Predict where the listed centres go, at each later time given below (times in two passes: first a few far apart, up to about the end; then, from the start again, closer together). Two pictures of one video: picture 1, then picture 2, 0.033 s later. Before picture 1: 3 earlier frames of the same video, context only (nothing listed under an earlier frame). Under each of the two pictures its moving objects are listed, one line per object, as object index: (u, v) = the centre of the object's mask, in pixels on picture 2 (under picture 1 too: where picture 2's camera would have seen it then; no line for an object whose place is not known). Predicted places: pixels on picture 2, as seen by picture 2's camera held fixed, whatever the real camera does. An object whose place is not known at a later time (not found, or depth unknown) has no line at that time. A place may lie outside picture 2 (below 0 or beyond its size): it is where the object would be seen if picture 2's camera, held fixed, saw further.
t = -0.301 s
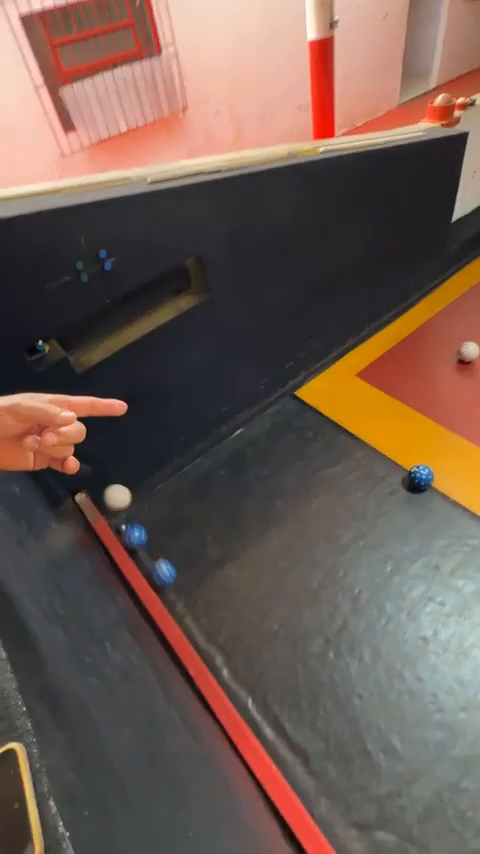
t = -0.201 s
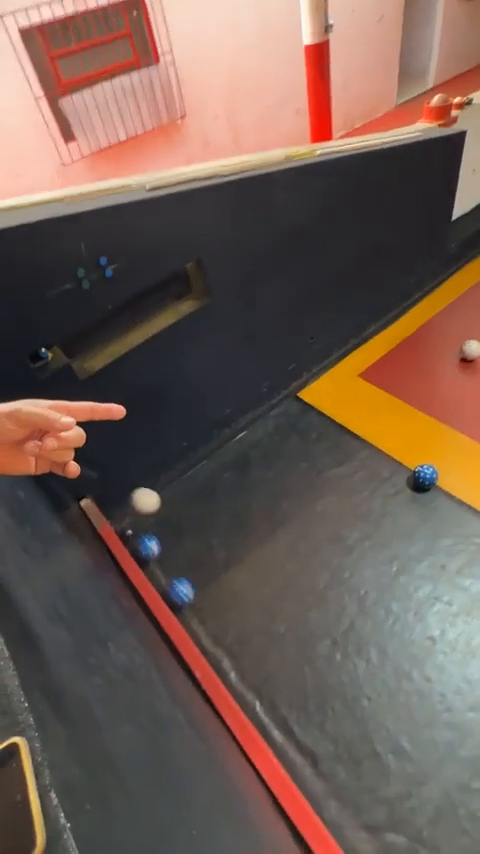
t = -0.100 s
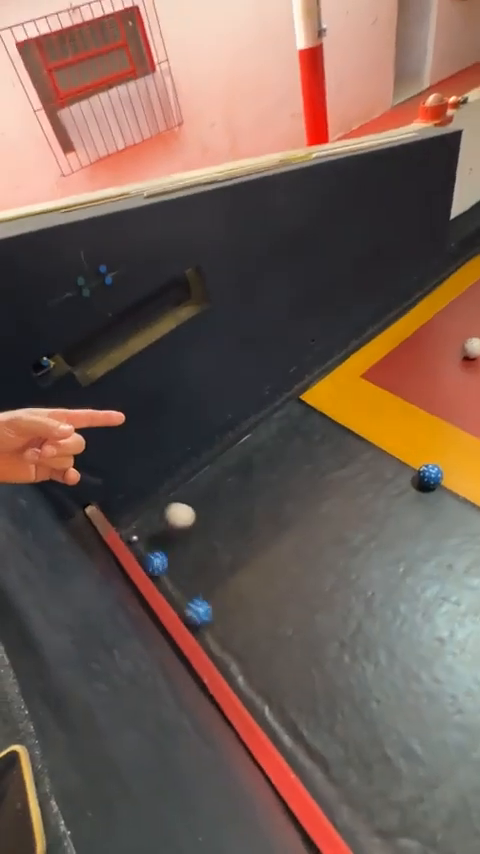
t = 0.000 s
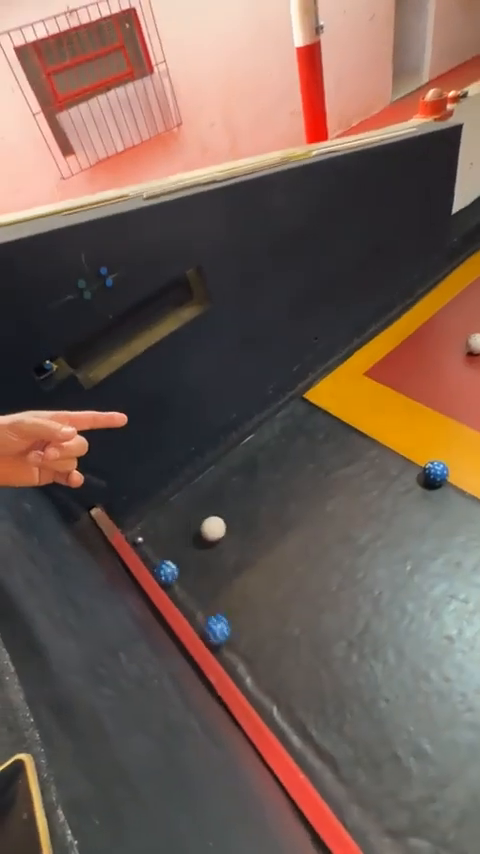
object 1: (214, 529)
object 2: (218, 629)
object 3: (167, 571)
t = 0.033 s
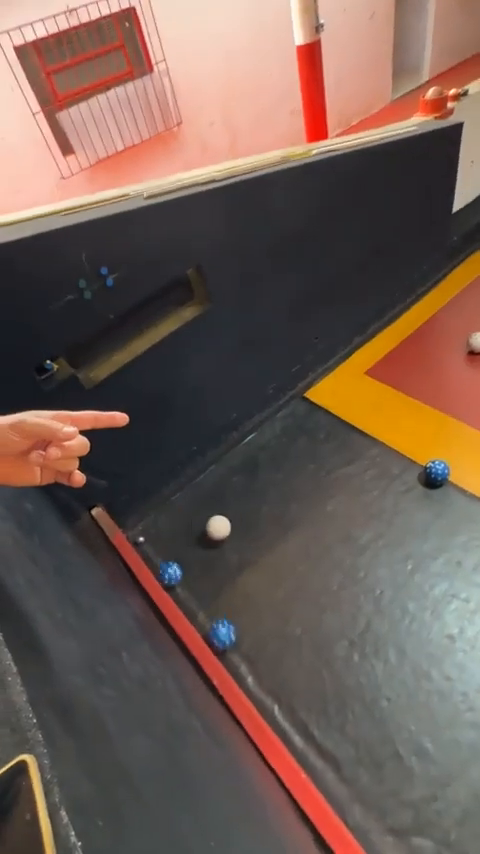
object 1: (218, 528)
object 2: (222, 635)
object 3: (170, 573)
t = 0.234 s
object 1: (244, 537)
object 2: (247, 667)
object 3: (183, 582)
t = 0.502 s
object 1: (244, 559)
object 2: (285, 711)
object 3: (196, 596)
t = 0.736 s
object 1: (238, 577)
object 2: (316, 753)
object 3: (204, 606)
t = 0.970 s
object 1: (234, 592)
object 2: (351, 790)
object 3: (209, 617)
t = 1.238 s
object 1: (232, 604)
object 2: (392, 831)
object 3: (212, 626)
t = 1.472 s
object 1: (233, 607)
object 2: (411, 850)
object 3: (214, 630)
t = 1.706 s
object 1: (236, 607)
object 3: (216, 631)
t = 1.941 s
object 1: (236, 607)
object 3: (216, 630)
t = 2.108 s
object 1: (235, 607)
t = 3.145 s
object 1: (235, 607)
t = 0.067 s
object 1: (223, 528)
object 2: (226, 640)
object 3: (172, 575)
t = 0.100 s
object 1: (228, 530)
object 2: (230, 646)
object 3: (176, 576)
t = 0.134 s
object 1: (234, 532)
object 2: (233, 652)
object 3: (178, 577)
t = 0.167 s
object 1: (238, 534)
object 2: (238, 656)
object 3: (180, 579)
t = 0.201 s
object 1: (241, 535)
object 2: (243, 662)
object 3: (180, 581)
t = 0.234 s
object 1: (244, 537)
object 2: (247, 667)
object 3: (183, 582)
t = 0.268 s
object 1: (246, 539)
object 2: (252, 673)
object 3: (184, 585)
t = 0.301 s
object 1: (247, 542)
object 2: (257, 677)
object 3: (187, 586)
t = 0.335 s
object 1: (247, 544)
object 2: (262, 683)
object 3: (189, 587)
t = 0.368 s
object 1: (247, 547)
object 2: (265, 688)
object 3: (190, 589)
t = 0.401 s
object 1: (246, 550)
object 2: (270, 694)
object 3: (191, 591)
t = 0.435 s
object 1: (245, 553)
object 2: (276, 699)
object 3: (193, 593)
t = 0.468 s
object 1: (244, 556)
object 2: (279, 705)
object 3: (195, 594)
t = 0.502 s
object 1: (244, 559)
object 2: (285, 711)
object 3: (196, 596)
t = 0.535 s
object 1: (243, 562)
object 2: (289, 717)
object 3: (198, 597)
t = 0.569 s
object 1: (242, 564)
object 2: (293, 723)
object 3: (199, 599)
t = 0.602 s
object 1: (241, 567)
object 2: (298, 729)
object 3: (200, 601)
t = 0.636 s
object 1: (240, 570)
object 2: (303, 735)
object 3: (201, 602)
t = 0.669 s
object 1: (240, 573)
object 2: (307, 740)
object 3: (203, 604)
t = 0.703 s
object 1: (239, 575)
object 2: (312, 746)
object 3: (204, 605)
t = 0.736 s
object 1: (238, 577)
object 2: (316, 753)
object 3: (204, 606)
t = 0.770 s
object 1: (238, 580)
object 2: (321, 759)
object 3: (205, 608)
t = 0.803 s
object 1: (237, 582)
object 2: (326, 764)
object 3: (206, 611)
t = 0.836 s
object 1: (236, 584)
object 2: (331, 770)
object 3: (207, 612)
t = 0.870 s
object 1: (236, 586)
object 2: (336, 775)
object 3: (207, 613)
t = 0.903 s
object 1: (235, 589)
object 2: (342, 779)
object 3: (208, 614)
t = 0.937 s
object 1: (235, 590)
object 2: (347, 785)
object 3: (210, 616)
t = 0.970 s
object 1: (234, 592)
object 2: (351, 790)
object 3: (209, 617)
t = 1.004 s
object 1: (234, 594)
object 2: (357, 796)
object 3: (211, 618)
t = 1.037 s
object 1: (234, 596)
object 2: (362, 801)
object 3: (211, 620)
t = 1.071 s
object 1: (233, 598)
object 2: (367, 806)
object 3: (211, 621)
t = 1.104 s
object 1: (232, 599)
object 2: (372, 809)
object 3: (211, 621)
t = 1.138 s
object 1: (232, 600)
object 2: (377, 815)
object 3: (212, 622)
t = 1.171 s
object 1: (232, 602)
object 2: (382, 820)
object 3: (212, 624)
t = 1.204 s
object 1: (232, 603)
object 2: (387, 826)
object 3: (212, 625)
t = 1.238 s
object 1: (232, 604)
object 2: (392, 831)
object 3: (212, 626)
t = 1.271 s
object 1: (232, 604)
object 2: (396, 836)
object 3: (212, 627)
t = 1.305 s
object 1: (232, 605)
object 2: (400, 840)
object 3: (212, 628)
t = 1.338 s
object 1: (232, 606)
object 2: (406, 844)
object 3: (213, 628)
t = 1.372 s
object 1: (232, 606)
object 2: (409, 847)
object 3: (213, 628)
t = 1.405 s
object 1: (233, 607)
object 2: (410, 849)
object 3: (213, 629)
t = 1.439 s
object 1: (233, 607)
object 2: (411, 850)
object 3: (214, 630)
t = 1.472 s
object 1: (233, 607)
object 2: (411, 850)
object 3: (214, 630)
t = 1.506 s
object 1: (234, 607)
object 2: (412, 852)
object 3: (215, 630)
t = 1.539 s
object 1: (234, 607)
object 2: (413, 853)
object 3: (215, 630)
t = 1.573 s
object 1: (235, 607)
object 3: (216, 630)
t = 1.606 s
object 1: (235, 607)
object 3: (216, 630)
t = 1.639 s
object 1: (235, 607)
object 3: (216, 631)
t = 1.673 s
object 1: (235, 607)
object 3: (216, 631)
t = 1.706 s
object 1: (236, 607)
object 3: (216, 631)
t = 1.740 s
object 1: (236, 607)
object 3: (216, 630)
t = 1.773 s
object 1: (236, 607)
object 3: (216, 630)
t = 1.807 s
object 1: (236, 607)
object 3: (216, 630)
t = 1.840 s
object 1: (236, 607)
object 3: (216, 630)
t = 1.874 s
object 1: (236, 607)
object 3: (216, 630)
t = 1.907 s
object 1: (236, 607)
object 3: (216, 630)
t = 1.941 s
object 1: (236, 607)
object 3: (216, 630)
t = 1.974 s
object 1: (236, 607)
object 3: (216, 630)
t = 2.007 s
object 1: (236, 607)
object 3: (216, 630)
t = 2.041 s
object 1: (235, 607)
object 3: (216, 630)
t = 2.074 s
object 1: (235, 607)
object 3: (216, 630)
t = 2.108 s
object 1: (235, 607)
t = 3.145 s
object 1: (235, 607)
